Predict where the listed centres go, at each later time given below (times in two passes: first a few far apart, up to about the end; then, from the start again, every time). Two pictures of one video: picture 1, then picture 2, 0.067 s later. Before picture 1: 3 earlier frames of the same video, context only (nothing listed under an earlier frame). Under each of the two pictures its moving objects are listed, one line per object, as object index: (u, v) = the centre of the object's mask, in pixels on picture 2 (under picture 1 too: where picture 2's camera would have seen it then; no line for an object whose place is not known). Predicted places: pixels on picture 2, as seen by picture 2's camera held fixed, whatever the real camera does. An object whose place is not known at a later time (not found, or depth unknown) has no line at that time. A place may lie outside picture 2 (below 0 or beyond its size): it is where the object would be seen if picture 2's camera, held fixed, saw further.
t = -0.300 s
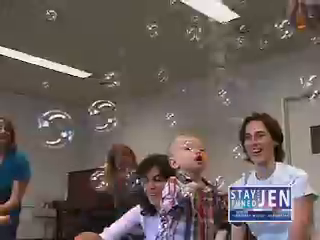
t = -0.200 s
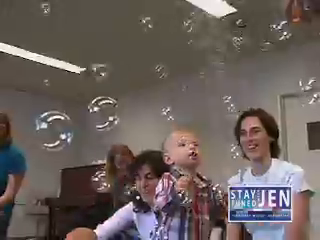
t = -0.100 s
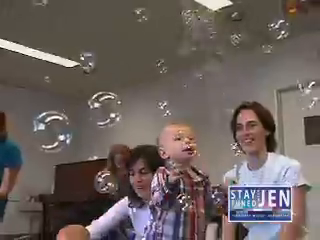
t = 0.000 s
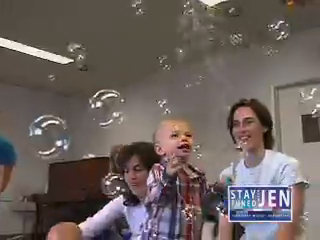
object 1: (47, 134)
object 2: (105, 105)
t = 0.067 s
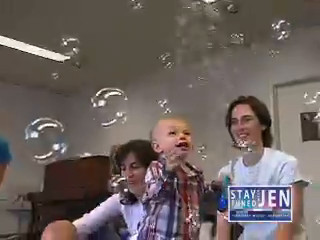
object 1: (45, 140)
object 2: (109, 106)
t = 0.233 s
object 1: (40, 155)
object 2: (129, 112)
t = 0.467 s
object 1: (42, 179)
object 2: (187, 124)
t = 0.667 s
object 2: (238, 146)
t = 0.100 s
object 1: (45, 143)
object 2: (112, 107)
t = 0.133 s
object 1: (43, 146)
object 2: (116, 108)
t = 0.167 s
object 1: (42, 149)
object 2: (120, 109)
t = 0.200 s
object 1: (41, 152)
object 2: (124, 111)
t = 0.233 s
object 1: (40, 155)
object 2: (129, 112)
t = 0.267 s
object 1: (39, 158)
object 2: (135, 113)
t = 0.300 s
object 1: (40, 161)
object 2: (139, 115)
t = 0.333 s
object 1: (40, 163)
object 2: (145, 118)
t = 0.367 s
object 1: (39, 168)
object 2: (155, 119)
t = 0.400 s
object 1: (40, 172)
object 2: (163, 122)
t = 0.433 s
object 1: (40, 176)
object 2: (172, 120)
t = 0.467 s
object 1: (42, 179)
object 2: (187, 124)
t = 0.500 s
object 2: (196, 131)
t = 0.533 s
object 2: (204, 138)
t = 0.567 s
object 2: (208, 143)
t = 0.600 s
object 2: (216, 137)
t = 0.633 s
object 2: (224, 141)
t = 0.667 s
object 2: (238, 146)
